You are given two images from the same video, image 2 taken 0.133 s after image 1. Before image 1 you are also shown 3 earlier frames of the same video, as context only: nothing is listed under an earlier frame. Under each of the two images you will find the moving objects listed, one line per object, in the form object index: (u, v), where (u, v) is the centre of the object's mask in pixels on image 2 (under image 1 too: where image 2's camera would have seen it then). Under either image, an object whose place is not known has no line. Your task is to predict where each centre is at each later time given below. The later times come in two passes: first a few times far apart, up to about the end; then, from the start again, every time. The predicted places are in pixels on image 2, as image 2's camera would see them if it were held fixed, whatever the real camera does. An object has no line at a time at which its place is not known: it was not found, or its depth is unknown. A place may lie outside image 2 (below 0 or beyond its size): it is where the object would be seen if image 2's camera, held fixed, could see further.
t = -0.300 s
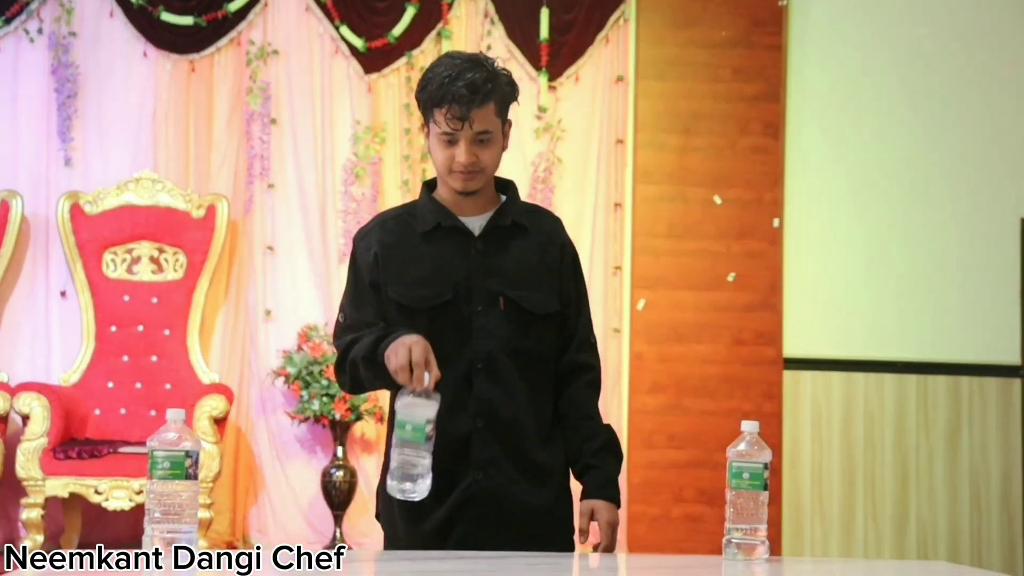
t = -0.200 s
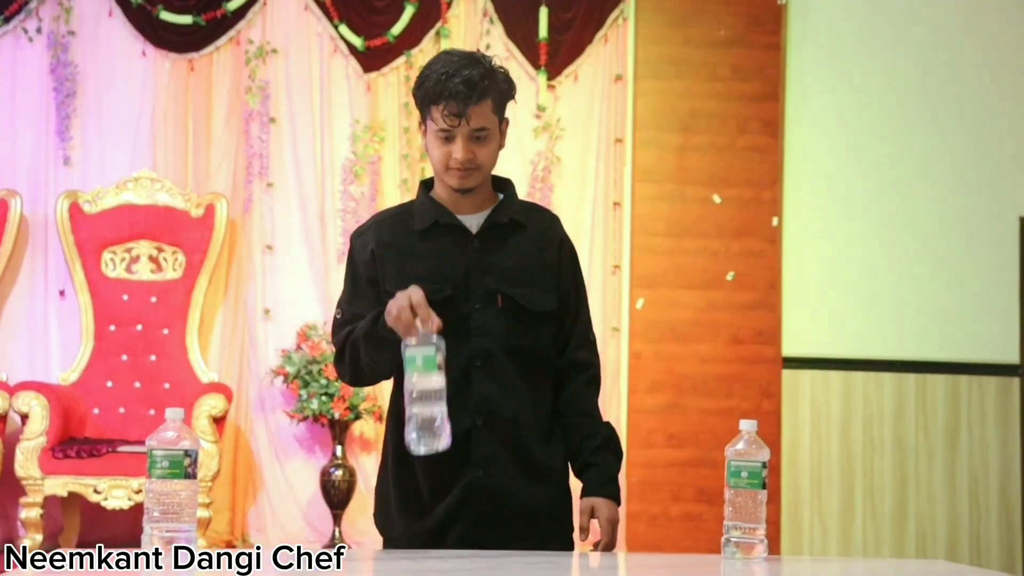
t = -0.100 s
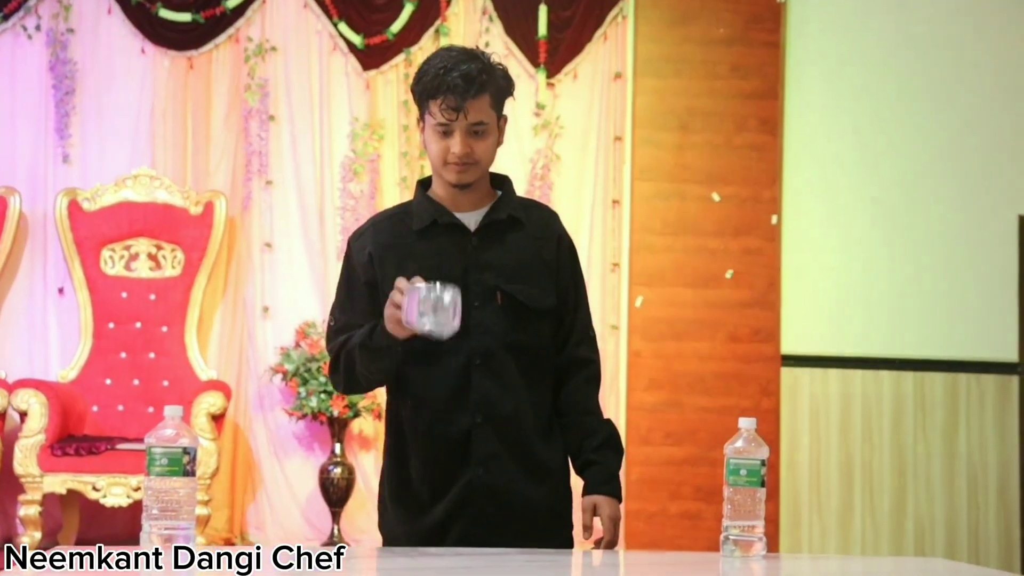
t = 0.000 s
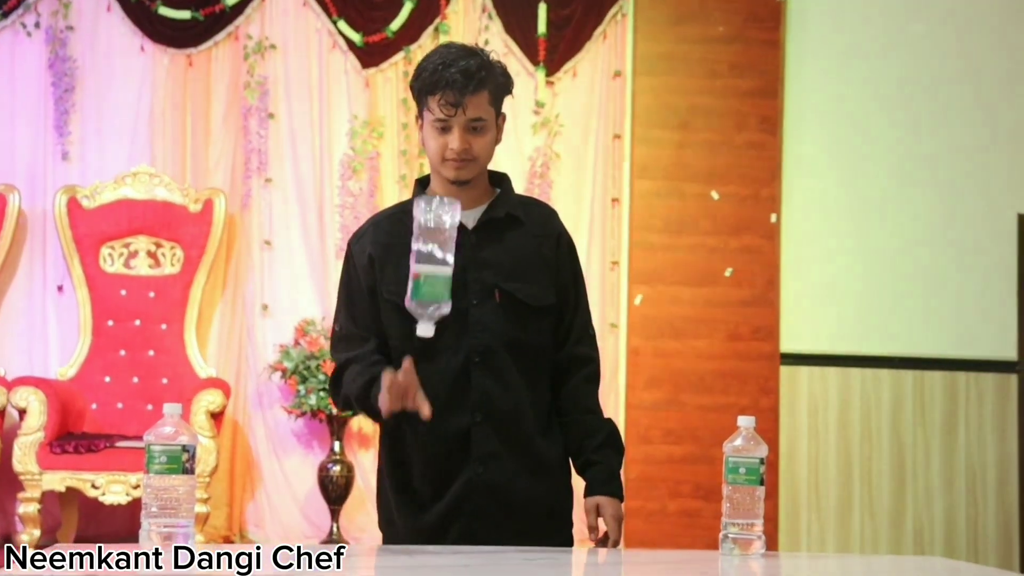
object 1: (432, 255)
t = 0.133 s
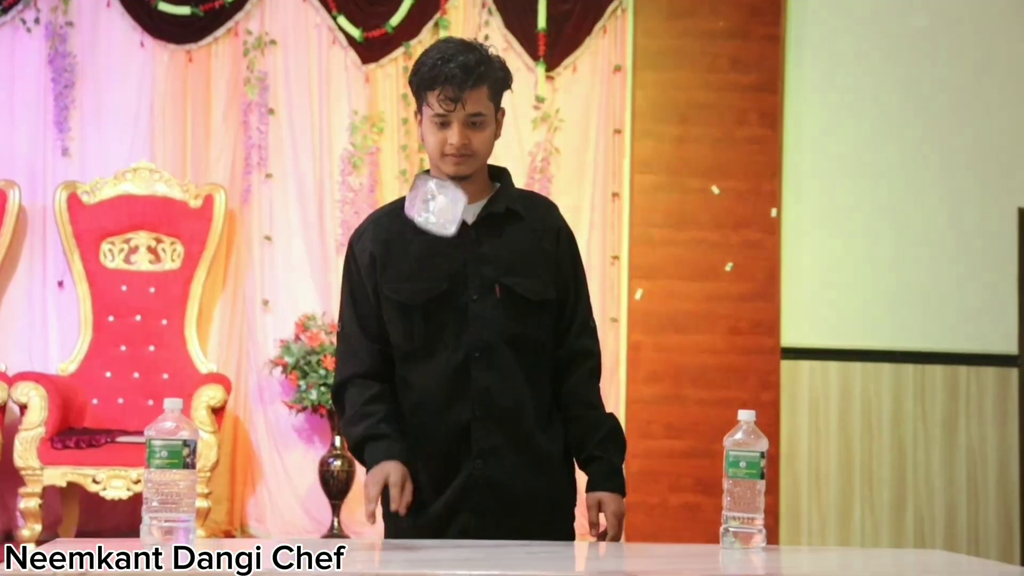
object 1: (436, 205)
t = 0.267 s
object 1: (432, 278)
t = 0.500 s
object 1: (431, 490)
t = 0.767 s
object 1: (440, 525)
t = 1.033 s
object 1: (440, 525)
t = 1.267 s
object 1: (440, 526)
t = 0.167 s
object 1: (435, 209)
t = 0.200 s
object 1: (434, 224)
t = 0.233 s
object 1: (433, 248)
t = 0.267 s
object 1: (432, 278)
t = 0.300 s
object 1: (430, 316)
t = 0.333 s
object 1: (428, 364)
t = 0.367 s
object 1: (426, 418)
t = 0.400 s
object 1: (425, 476)
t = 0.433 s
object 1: (429, 483)
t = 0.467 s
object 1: (430, 486)
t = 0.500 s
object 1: (431, 490)
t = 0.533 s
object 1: (433, 496)
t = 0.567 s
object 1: (435, 506)
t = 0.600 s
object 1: (438, 520)
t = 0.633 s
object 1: (440, 525)
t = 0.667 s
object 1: (441, 525)
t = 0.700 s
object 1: (440, 526)
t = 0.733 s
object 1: (440, 525)
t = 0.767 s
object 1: (440, 525)
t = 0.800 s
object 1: (440, 525)
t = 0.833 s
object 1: (441, 525)
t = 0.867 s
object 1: (440, 525)
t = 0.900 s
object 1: (440, 525)
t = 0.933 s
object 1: (440, 525)
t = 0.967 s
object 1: (440, 526)
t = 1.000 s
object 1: (440, 525)
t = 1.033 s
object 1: (440, 525)
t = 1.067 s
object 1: (440, 525)
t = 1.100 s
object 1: (440, 526)
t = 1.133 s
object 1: (441, 526)
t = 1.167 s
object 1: (440, 525)
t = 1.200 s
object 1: (440, 525)
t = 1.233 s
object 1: (440, 525)
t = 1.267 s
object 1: (440, 526)
